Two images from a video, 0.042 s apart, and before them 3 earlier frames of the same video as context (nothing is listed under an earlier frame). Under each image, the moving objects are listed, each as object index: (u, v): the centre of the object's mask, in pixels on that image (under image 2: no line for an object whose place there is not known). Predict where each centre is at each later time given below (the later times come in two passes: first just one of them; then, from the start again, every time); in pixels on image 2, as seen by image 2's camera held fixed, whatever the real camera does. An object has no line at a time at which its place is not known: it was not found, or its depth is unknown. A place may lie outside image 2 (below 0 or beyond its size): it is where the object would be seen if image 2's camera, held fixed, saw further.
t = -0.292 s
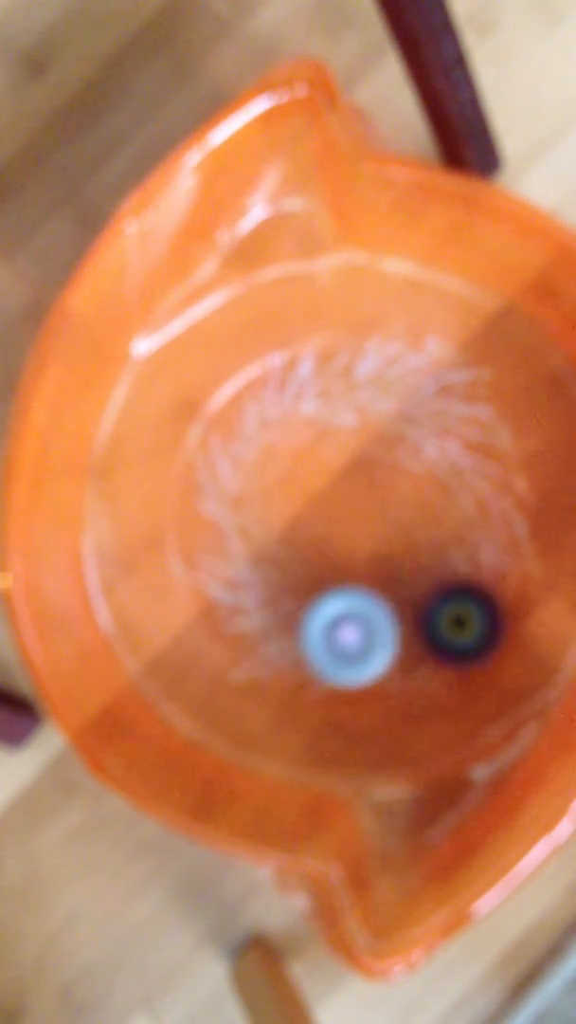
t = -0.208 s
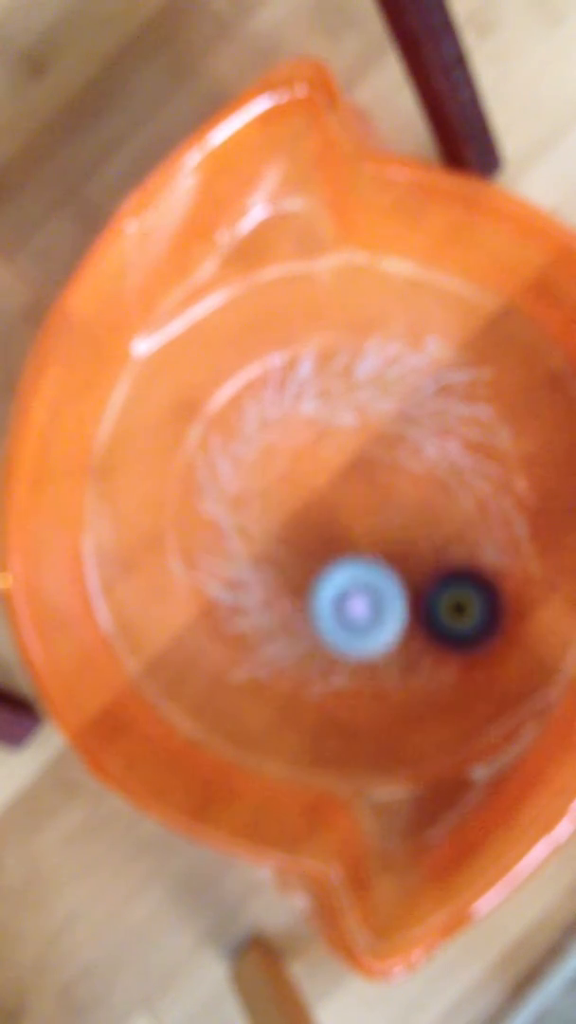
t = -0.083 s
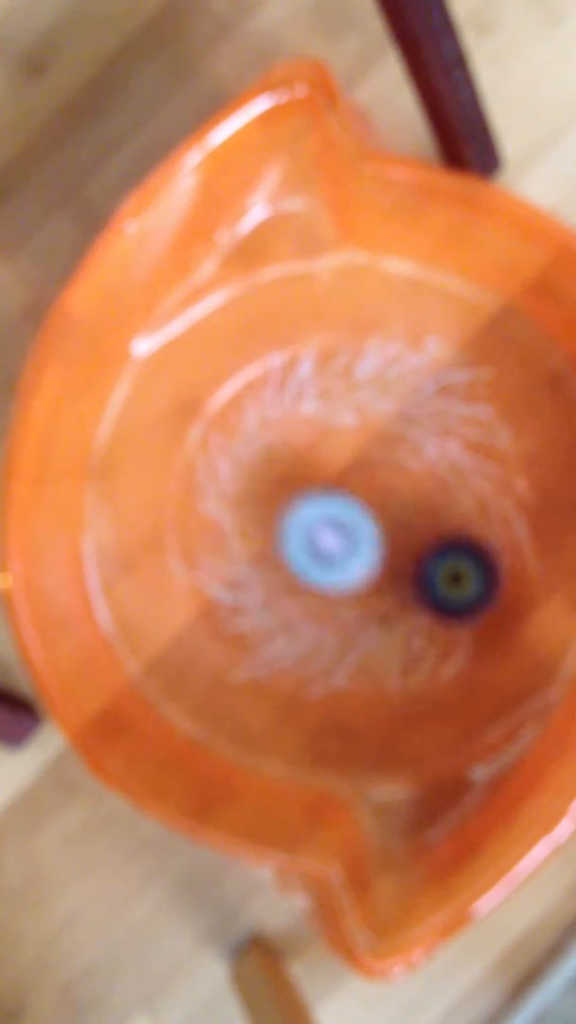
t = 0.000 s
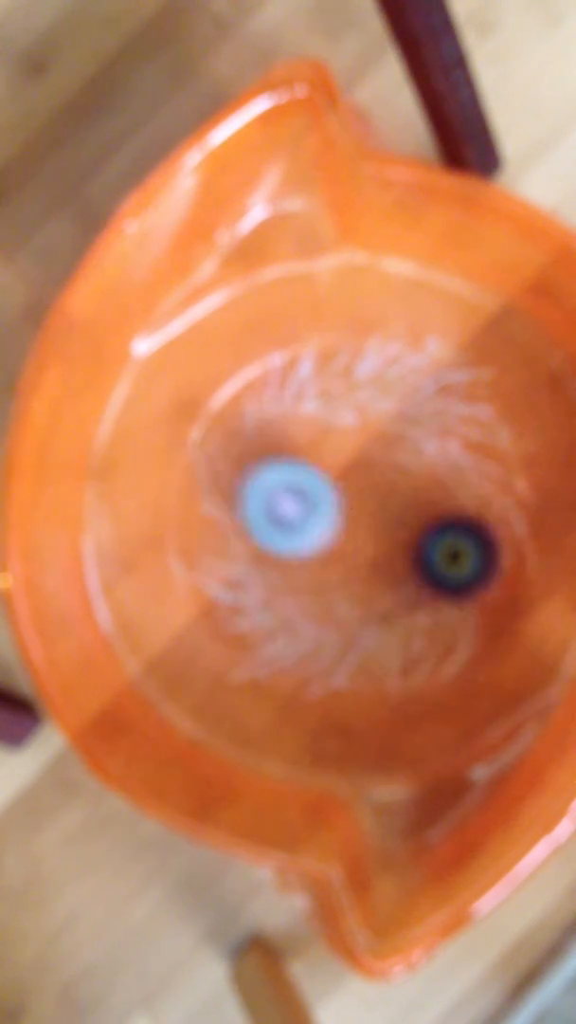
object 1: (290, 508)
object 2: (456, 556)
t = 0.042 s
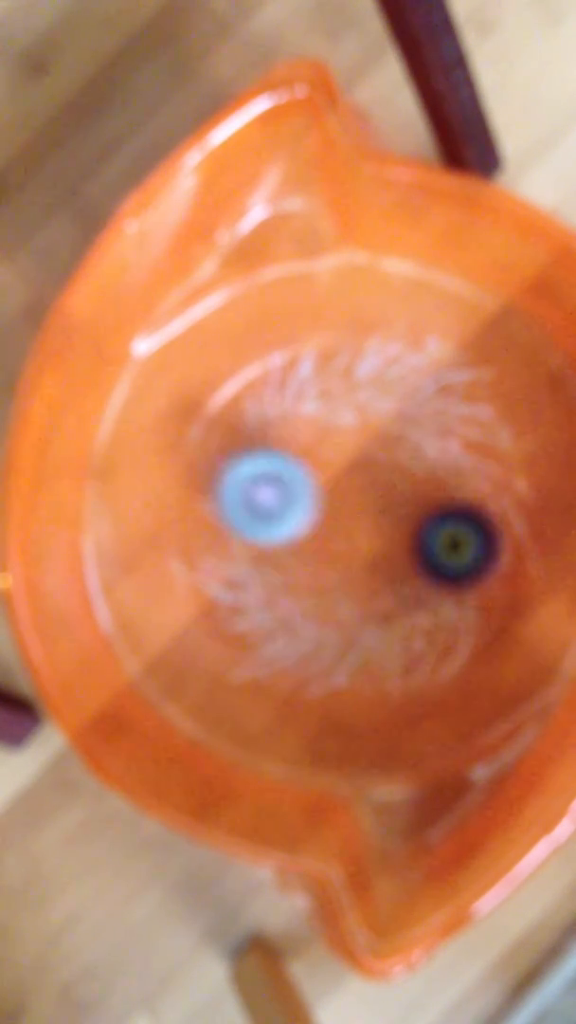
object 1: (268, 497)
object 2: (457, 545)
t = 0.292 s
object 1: (200, 556)
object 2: (455, 472)
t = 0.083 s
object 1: (248, 496)
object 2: (457, 535)
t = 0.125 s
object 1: (231, 505)
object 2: (459, 524)
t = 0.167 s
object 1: (216, 515)
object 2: (459, 511)
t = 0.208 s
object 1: (205, 527)
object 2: (458, 499)
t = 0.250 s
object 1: (199, 541)
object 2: (457, 486)
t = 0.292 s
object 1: (200, 556)
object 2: (455, 472)
